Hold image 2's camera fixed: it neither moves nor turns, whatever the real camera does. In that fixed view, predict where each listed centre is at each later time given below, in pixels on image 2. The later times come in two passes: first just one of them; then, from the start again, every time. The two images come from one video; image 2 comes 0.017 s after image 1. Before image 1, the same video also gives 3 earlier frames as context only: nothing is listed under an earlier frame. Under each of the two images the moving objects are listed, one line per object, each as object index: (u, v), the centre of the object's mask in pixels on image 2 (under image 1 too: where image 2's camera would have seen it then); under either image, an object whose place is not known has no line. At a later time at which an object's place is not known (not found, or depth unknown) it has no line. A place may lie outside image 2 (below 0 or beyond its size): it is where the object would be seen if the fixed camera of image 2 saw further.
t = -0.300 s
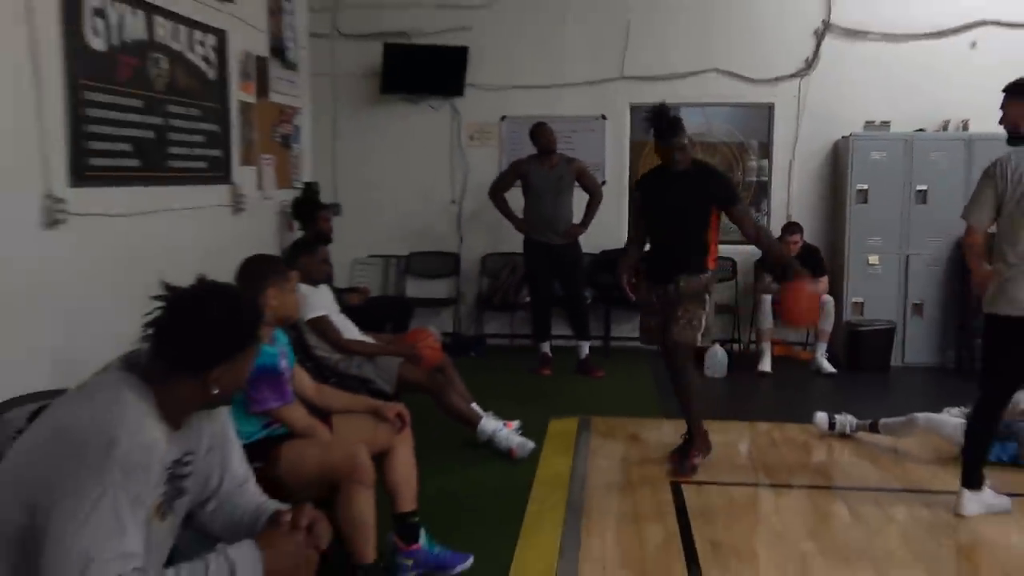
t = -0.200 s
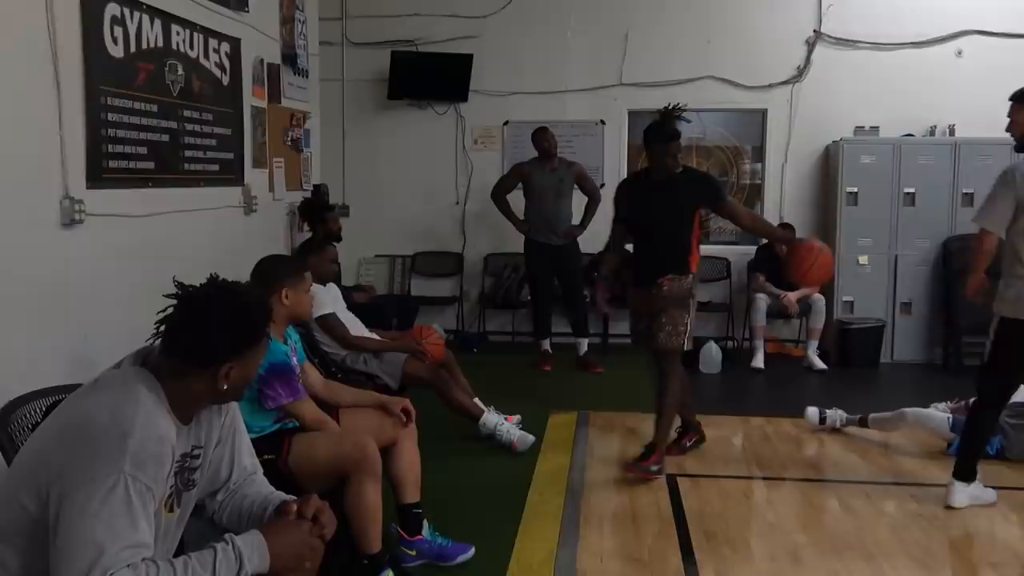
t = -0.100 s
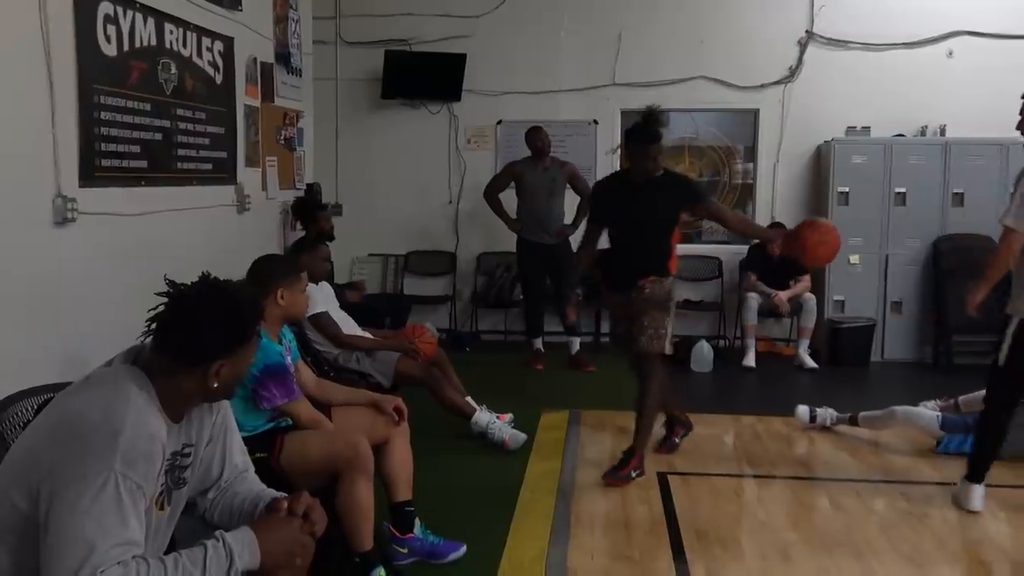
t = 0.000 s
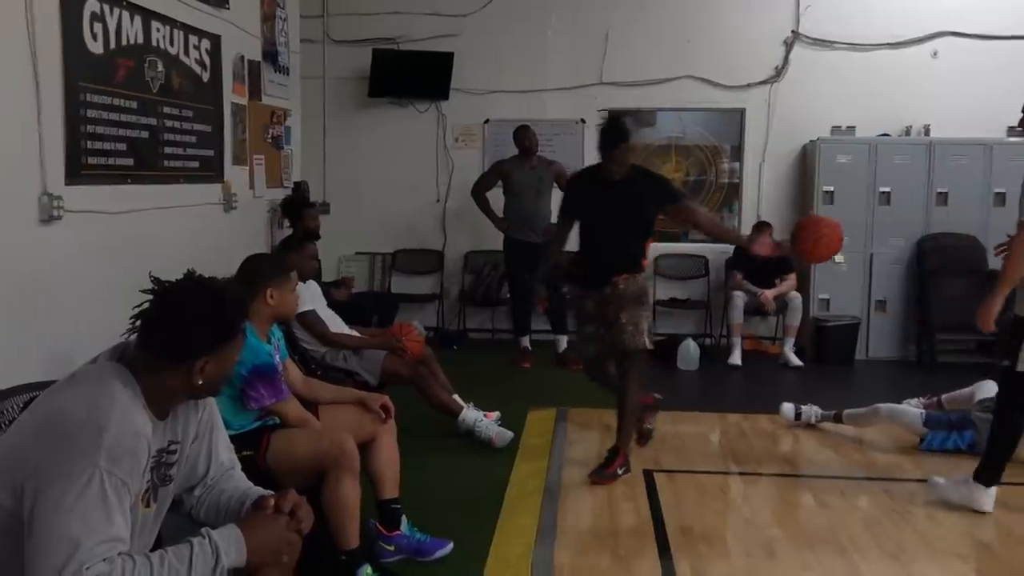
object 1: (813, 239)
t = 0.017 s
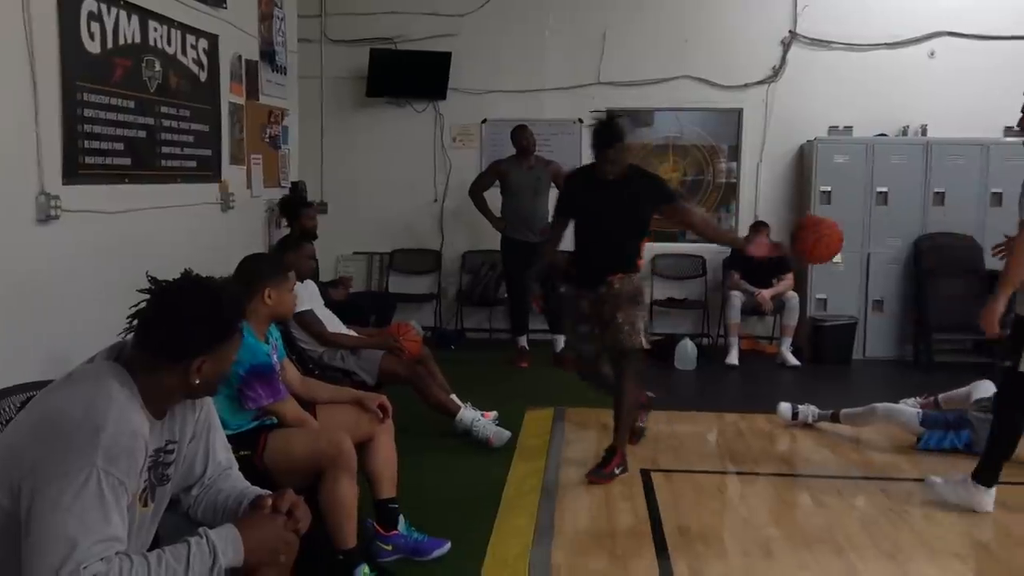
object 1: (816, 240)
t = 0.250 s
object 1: (853, 317)
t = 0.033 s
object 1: (818, 241)
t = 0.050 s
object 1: (822, 243)
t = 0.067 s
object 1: (825, 246)
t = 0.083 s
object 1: (828, 249)
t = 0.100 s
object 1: (830, 254)
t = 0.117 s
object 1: (833, 258)
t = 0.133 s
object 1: (835, 263)
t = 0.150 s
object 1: (838, 269)
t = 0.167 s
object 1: (840, 275)
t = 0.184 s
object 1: (843, 282)
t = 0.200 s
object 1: (845, 290)
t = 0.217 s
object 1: (848, 298)
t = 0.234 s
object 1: (851, 307)
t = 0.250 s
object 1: (853, 317)
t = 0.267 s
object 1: (856, 327)
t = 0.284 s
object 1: (859, 338)
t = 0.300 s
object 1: (861, 350)
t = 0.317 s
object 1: (864, 361)
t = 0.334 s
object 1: (867, 375)
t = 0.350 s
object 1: (869, 386)
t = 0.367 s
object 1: (870, 401)
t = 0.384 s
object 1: (873, 417)
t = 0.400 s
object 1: (875, 436)
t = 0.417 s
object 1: (878, 451)
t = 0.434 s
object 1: (879, 469)
